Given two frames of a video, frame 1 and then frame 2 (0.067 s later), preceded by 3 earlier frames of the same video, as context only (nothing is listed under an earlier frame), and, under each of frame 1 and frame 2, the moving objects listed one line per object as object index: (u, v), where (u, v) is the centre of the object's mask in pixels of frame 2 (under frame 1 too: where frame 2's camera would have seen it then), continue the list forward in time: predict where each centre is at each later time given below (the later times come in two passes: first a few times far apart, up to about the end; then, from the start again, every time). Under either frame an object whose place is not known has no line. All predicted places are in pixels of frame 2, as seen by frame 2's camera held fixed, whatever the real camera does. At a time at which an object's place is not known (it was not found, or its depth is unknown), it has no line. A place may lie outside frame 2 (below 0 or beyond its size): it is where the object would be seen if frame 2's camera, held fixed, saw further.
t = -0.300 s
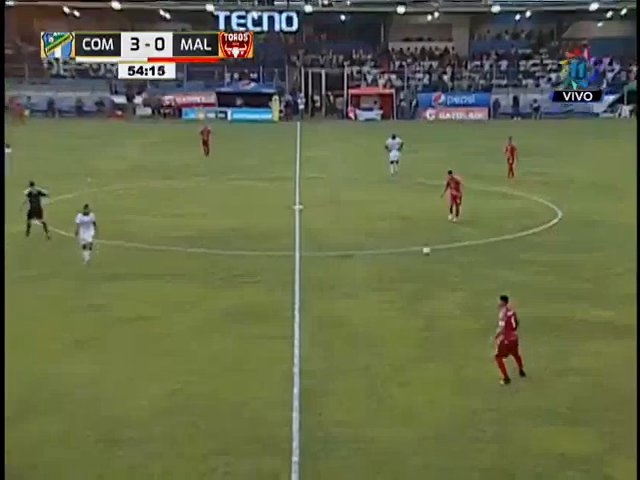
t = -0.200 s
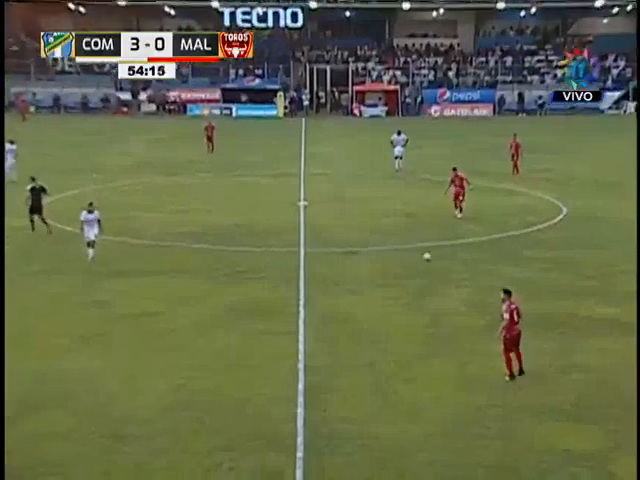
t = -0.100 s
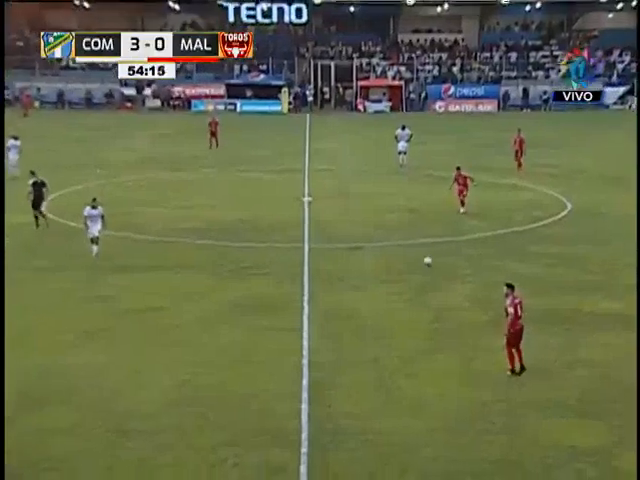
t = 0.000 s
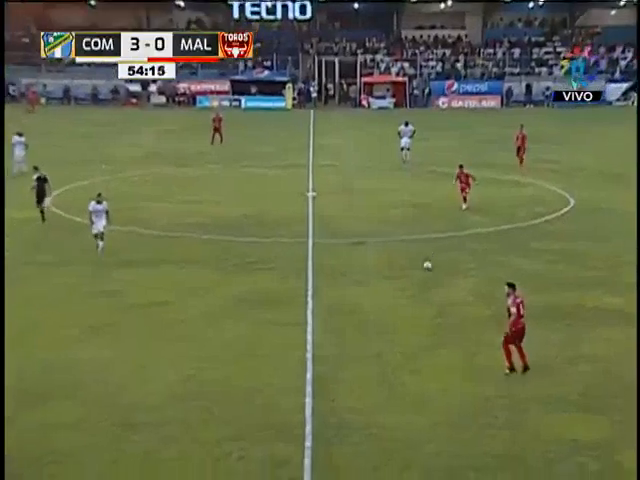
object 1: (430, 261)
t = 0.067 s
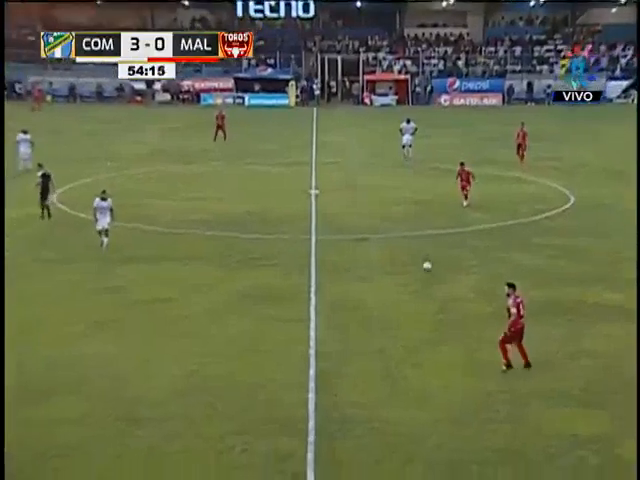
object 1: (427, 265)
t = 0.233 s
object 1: (421, 280)
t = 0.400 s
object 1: (415, 291)
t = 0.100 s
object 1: (426, 268)
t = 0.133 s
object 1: (425, 273)
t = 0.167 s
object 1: (423, 276)
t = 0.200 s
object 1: (423, 278)
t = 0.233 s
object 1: (421, 280)
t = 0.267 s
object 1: (420, 282)
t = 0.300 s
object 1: (419, 284)
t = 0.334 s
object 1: (418, 286)
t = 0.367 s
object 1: (416, 289)
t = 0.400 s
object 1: (415, 291)
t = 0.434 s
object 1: (414, 294)
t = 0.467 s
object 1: (413, 297)
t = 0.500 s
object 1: (412, 300)
